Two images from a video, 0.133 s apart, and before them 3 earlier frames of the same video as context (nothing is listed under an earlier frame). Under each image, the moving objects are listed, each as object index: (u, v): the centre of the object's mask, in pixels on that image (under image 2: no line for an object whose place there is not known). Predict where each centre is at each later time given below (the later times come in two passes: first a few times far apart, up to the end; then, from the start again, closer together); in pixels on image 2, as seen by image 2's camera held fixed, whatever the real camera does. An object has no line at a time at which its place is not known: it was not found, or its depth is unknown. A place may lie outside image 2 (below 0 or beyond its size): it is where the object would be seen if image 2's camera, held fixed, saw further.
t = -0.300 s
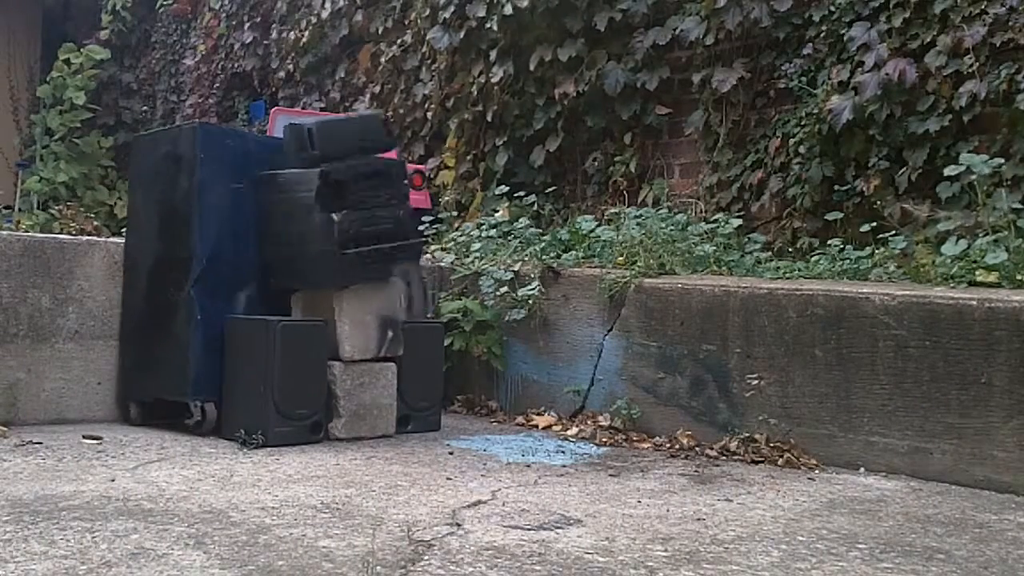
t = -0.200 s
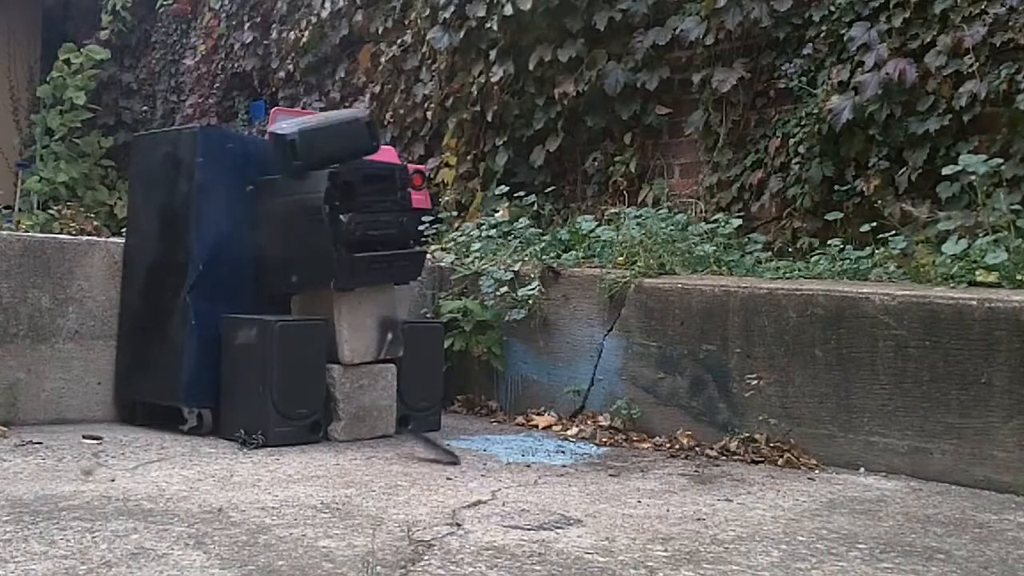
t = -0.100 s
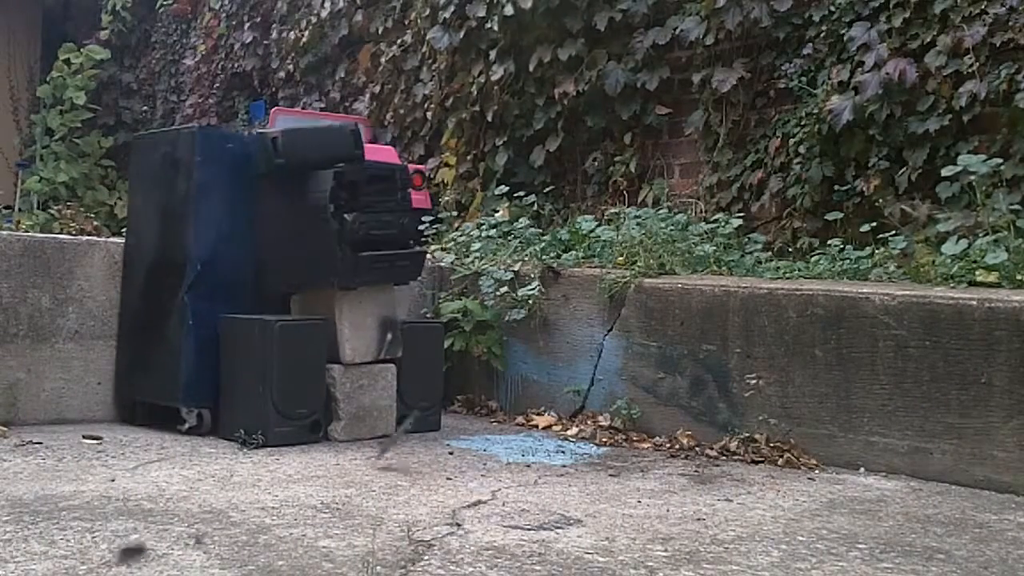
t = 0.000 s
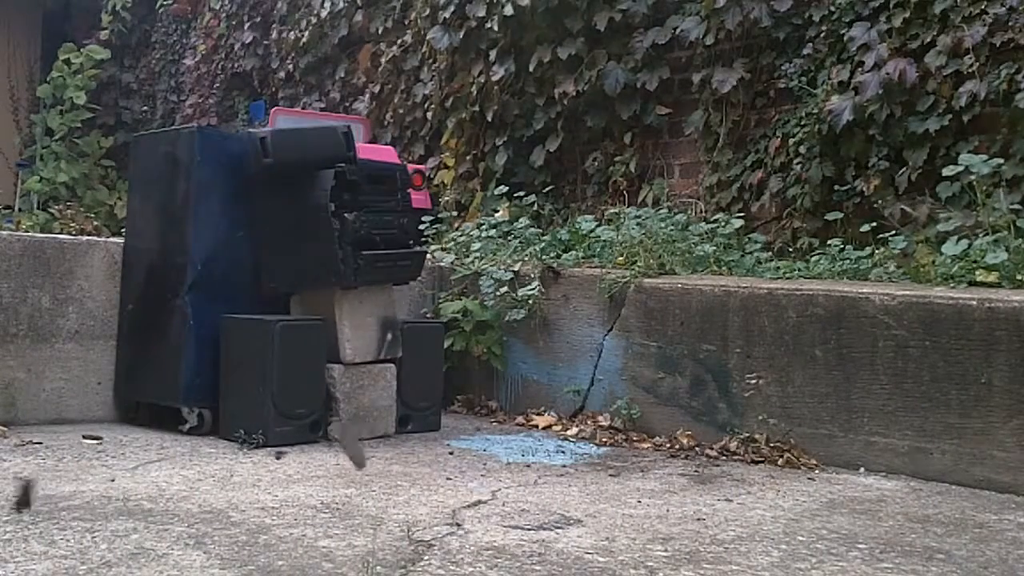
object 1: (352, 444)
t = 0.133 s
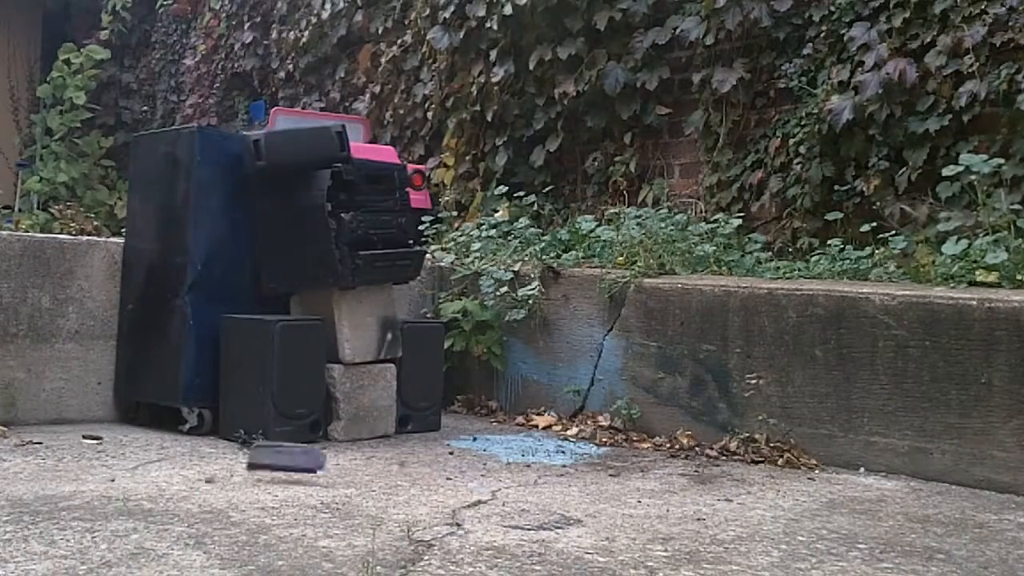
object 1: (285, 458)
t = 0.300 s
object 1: (244, 478)
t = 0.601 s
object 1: (230, 484)
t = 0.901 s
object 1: (229, 485)
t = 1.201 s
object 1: (229, 485)
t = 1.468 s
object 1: (230, 485)
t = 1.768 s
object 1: (229, 485)
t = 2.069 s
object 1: (229, 485)
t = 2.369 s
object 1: (229, 485)
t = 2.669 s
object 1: (229, 485)
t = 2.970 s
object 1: (229, 485)
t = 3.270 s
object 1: (229, 485)
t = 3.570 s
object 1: (229, 485)
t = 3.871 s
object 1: (229, 485)
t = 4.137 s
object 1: (229, 485)
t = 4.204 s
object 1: (229, 485)
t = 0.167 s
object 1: (273, 459)
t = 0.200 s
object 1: (264, 460)
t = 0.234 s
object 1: (254, 465)
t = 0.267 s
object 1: (245, 473)
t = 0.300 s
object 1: (244, 478)
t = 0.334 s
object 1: (240, 471)
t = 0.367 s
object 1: (237, 469)
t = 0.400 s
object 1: (234, 472)
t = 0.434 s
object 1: (228, 482)
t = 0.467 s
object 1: (228, 485)
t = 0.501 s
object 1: (230, 481)
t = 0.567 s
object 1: (230, 484)
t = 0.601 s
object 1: (230, 484)
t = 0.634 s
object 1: (229, 485)
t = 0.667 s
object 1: (229, 485)
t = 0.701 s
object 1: (229, 485)
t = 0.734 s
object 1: (229, 485)
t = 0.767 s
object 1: (229, 485)
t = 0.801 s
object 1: (229, 485)
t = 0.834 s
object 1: (229, 485)
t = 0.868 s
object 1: (229, 485)
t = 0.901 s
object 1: (229, 485)
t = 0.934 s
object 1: (229, 485)
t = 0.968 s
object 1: (229, 485)
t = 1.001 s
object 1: (229, 485)
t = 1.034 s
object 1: (229, 485)
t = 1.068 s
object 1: (229, 485)
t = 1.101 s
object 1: (229, 485)
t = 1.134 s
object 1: (229, 485)
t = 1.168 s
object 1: (229, 485)
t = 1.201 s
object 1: (229, 485)
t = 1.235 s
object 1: (229, 485)
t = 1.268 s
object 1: (229, 485)
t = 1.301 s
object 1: (229, 485)
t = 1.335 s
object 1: (229, 485)
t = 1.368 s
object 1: (229, 485)
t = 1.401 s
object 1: (230, 485)
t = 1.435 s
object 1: (229, 485)
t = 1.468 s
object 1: (230, 485)
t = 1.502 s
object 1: (229, 485)
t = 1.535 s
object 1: (229, 485)
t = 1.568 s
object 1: (229, 485)
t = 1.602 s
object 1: (229, 485)
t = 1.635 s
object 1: (229, 485)
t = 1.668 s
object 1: (229, 485)
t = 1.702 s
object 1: (229, 485)
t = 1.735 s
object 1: (229, 485)
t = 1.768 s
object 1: (229, 485)
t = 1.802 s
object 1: (229, 485)
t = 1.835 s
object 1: (229, 485)
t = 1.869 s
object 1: (229, 485)
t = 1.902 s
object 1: (229, 485)
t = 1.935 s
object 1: (229, 485)
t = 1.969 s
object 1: (229, 485)
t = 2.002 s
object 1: (229, 485)
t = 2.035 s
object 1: (229, 485)
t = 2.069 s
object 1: (229, 485)
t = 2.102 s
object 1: (229, 485)
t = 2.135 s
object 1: (229, 485)
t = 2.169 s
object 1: (229, 485)
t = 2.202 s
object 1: (229, 485)
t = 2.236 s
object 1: (229, 485)
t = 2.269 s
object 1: (229, 485)
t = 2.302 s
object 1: (229, 485)
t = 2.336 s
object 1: (229, 485)
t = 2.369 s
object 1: (229, 485)
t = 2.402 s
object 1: (229, 485)
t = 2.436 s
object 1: (229, 485)
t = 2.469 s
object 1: (229, 485)
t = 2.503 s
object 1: (229, 485)
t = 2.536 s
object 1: (229, 485)
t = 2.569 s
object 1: (229, 485)
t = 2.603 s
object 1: (229, 485)
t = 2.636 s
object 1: (229, 485)
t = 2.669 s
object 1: (229, 485)
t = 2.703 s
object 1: (229, 485)
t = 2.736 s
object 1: (229, 485)
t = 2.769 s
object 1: (229, 485)
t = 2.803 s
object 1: (229, 485)
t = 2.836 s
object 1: (229, 485)
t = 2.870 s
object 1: (229, 485)
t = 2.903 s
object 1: (229, 485)
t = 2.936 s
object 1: (229, 485)
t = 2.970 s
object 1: (229, 485)
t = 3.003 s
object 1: (229, 485)
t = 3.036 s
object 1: (229, 485)
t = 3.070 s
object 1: (229, 485)
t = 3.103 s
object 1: (229, 485)
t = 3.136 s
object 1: (229, 485)
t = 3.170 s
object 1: (229, 485)
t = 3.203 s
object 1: (229, 485)
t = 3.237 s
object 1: (229, 485)
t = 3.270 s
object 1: (229, 485)
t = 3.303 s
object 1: (229, 485)
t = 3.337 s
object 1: (229, 485)
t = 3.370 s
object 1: (229, 485)
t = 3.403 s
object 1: (229, 485)
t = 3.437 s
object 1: (229, 485)
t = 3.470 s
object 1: (229, 485)
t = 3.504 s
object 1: (229, 485)
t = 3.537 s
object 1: (229, 485)
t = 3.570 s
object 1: (229, 485)
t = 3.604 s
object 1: (229, 485)
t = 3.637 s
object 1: (229, 485)
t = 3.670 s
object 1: (229, 485)
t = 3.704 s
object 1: (229, 485)
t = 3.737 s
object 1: (229, 485)
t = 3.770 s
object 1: (229, 485)
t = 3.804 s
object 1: (229, 485)
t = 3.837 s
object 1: (229, 485)
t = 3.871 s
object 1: (229, 485)
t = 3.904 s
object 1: (229, 485)
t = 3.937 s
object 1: (229, 485)
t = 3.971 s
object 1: (229, 485)
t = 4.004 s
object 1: (229, 485)
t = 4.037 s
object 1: (229, 485)
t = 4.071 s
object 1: (229, 485)
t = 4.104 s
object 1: (229, 485)
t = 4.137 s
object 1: (229, 485)
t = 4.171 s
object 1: (229, 485)
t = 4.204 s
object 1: (229, 485)
